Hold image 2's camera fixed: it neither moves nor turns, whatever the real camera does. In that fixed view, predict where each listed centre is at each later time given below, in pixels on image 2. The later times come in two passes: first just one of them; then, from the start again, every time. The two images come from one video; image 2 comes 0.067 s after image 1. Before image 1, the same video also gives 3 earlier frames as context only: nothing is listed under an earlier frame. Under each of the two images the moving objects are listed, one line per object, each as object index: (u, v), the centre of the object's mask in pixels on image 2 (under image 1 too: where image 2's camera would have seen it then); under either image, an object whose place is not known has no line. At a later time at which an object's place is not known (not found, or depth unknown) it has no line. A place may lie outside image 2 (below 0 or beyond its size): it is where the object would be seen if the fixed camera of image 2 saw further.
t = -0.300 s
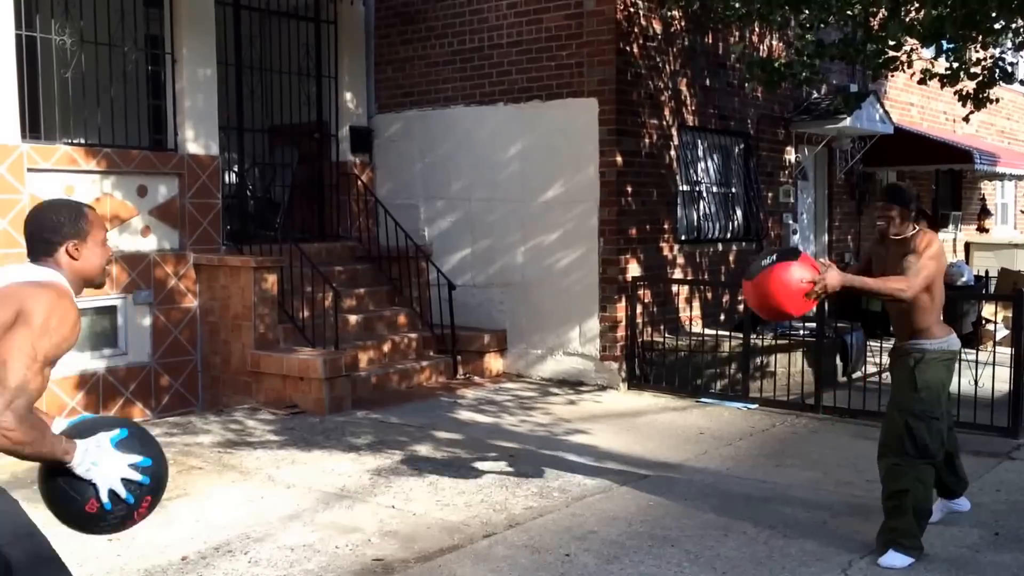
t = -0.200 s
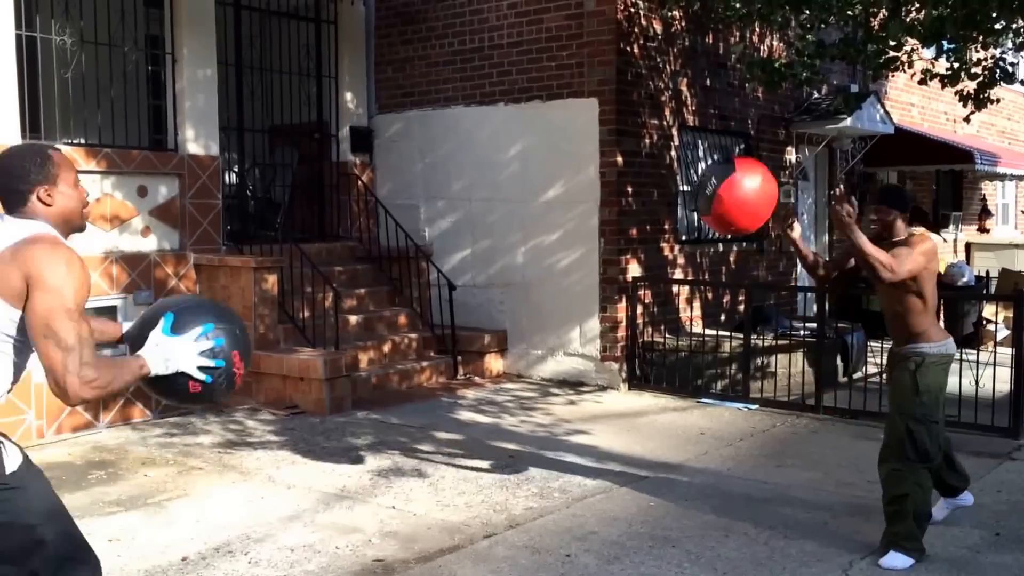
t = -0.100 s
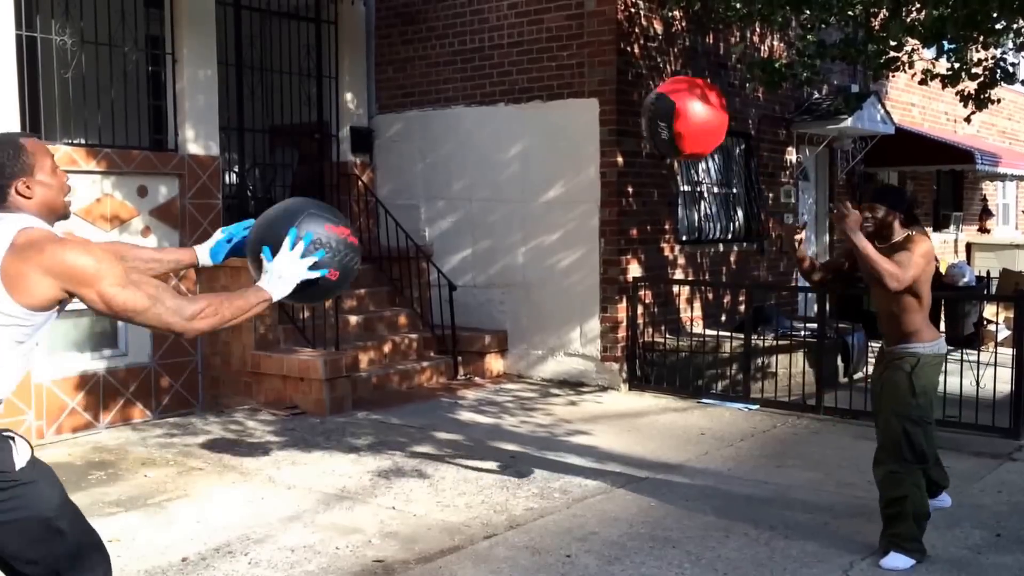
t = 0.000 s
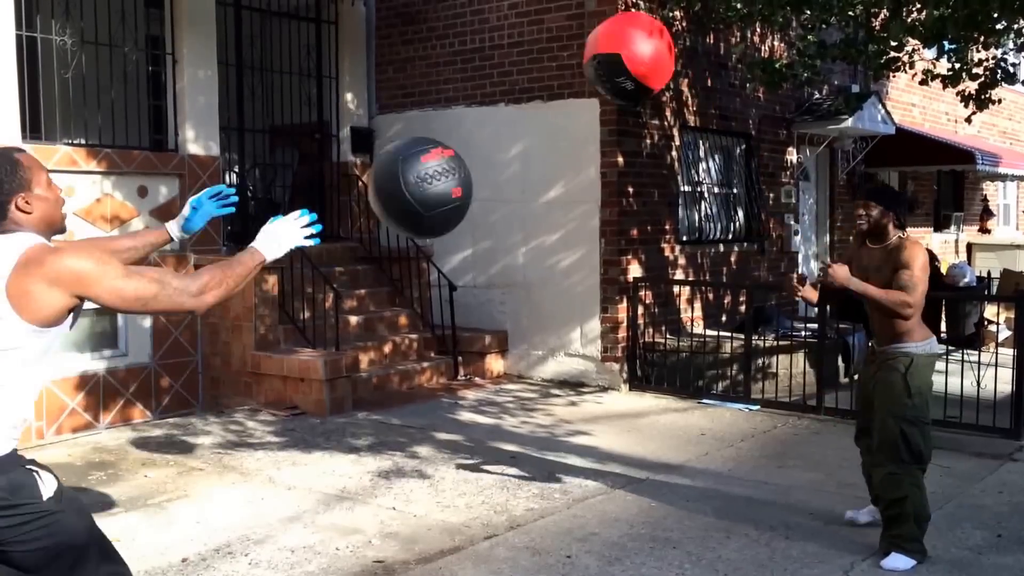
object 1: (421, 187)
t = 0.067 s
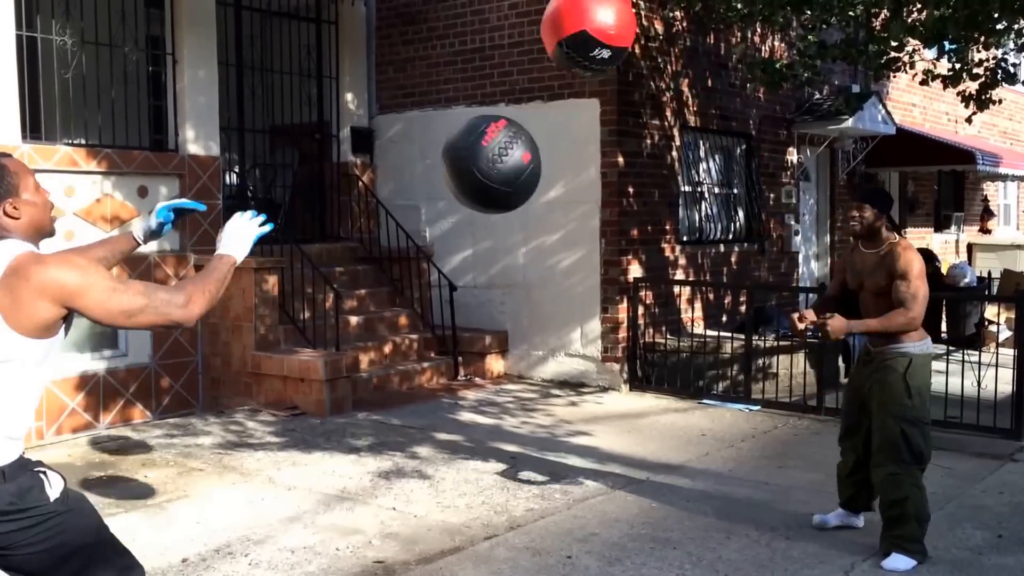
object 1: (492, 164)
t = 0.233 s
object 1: (646, 160)
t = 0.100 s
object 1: (525, 157)
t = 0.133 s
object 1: (557, 154)
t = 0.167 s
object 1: (588, 154)
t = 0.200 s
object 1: (618, 156)
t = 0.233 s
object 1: (646, 160)
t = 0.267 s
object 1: (675, 169)
